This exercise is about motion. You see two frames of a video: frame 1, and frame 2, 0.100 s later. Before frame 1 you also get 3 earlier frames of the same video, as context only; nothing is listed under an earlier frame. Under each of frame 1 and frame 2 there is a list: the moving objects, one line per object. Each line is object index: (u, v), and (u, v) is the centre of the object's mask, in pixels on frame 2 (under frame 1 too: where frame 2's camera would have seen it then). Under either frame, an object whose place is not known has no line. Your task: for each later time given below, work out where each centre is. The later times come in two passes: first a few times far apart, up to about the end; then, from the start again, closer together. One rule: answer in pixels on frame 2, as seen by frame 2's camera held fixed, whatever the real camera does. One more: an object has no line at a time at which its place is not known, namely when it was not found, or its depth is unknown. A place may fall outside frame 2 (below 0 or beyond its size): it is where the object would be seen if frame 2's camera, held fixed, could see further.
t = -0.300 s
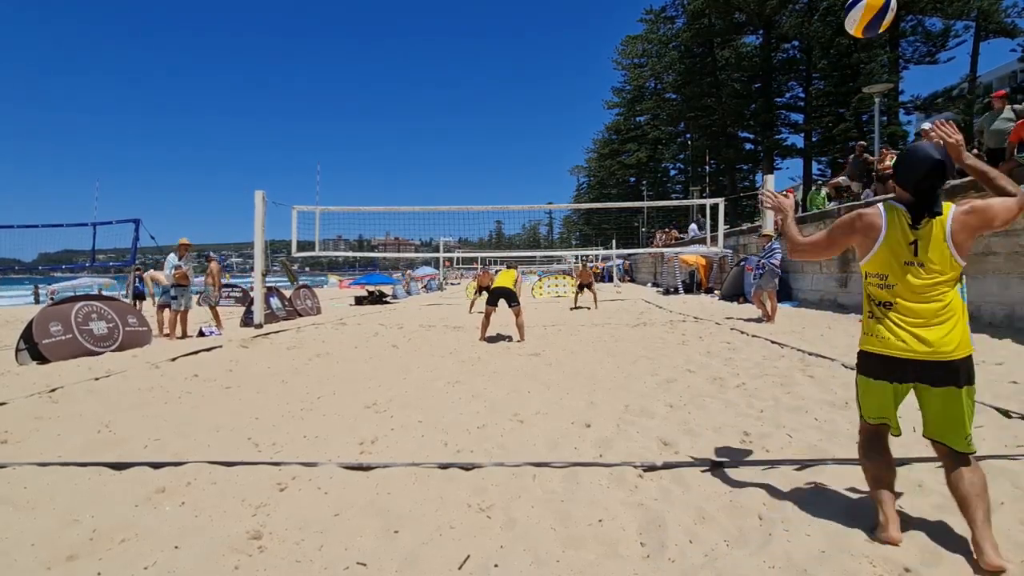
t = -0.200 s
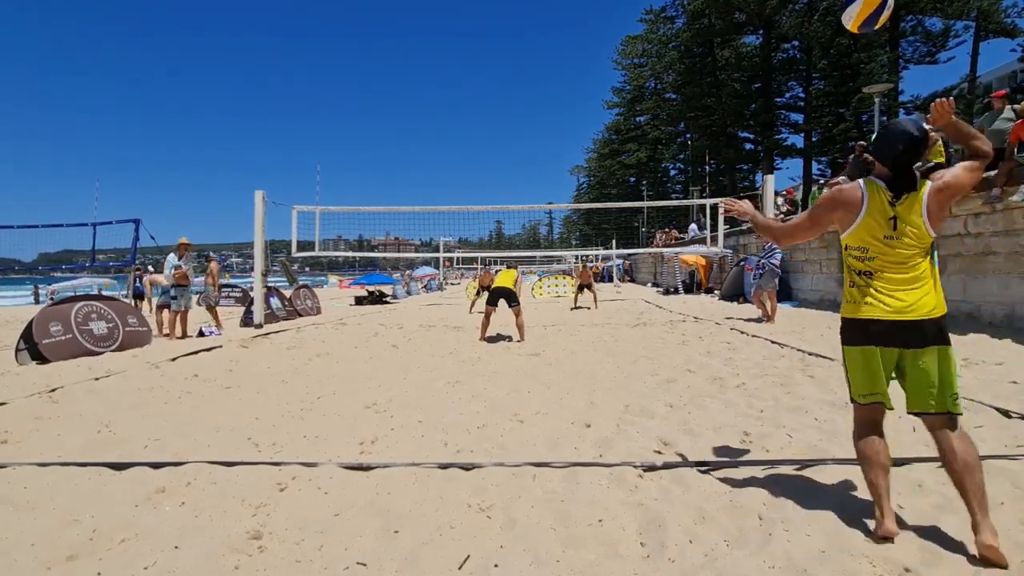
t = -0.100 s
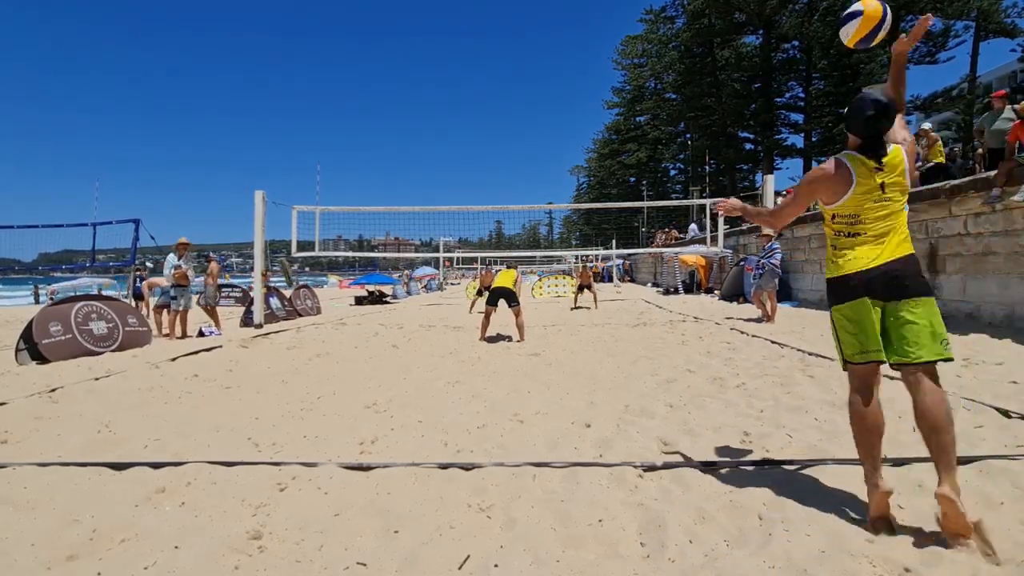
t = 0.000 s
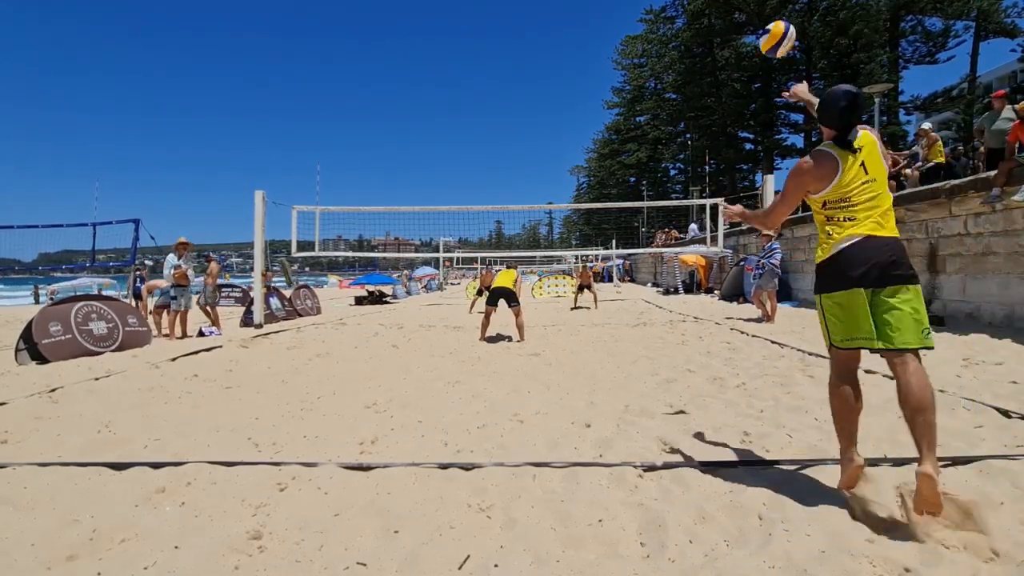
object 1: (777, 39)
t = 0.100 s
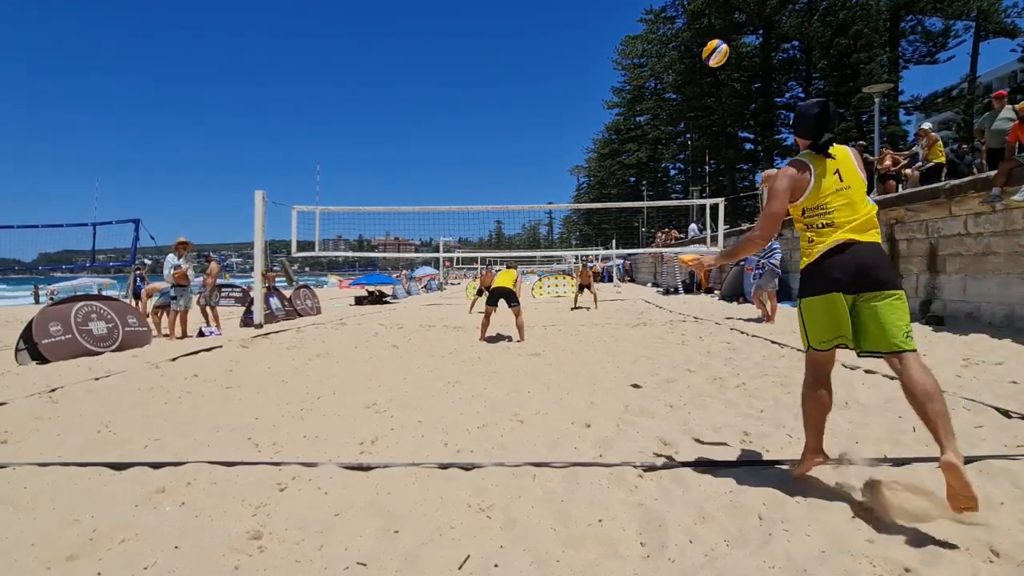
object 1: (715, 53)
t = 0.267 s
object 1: (665, 82)
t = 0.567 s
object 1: (628, 140)
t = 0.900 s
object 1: (614, 210)
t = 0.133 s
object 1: (702, 58)
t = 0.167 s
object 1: (690, 64)
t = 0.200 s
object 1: (680, 70)
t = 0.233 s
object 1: (672, 76)
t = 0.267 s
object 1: (665, 82)
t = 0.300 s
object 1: (659, 89)
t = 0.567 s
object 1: (628, 140)
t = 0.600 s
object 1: (625, 147)
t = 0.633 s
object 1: (623, 154)
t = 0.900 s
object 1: (614, 210)
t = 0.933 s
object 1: (613, 216)
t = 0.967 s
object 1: (613, 224)
